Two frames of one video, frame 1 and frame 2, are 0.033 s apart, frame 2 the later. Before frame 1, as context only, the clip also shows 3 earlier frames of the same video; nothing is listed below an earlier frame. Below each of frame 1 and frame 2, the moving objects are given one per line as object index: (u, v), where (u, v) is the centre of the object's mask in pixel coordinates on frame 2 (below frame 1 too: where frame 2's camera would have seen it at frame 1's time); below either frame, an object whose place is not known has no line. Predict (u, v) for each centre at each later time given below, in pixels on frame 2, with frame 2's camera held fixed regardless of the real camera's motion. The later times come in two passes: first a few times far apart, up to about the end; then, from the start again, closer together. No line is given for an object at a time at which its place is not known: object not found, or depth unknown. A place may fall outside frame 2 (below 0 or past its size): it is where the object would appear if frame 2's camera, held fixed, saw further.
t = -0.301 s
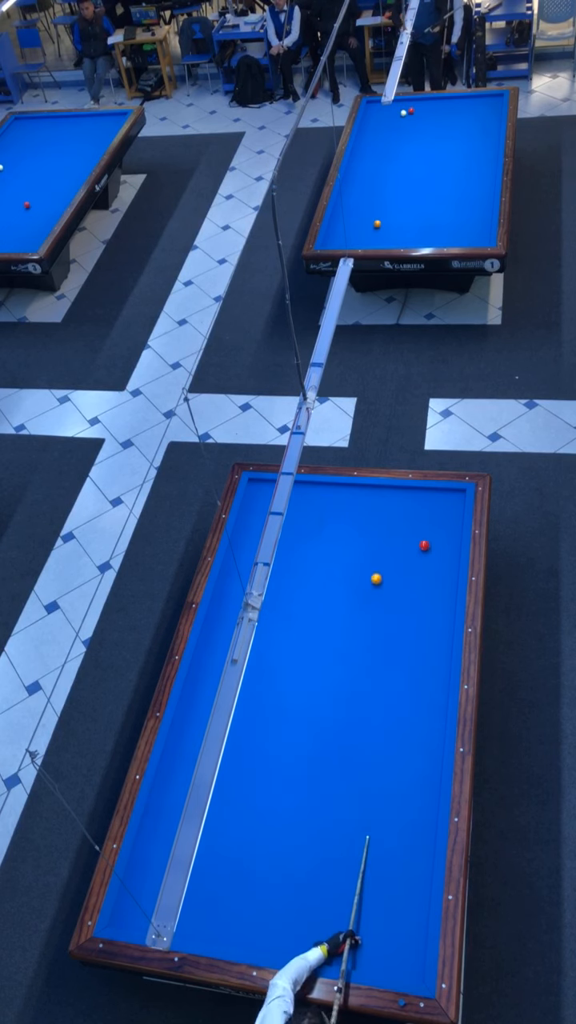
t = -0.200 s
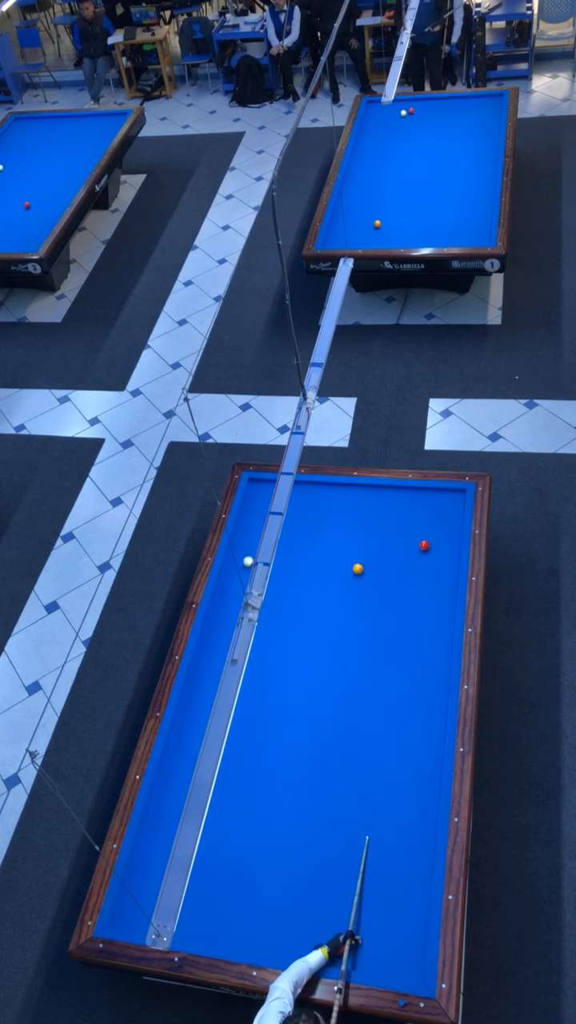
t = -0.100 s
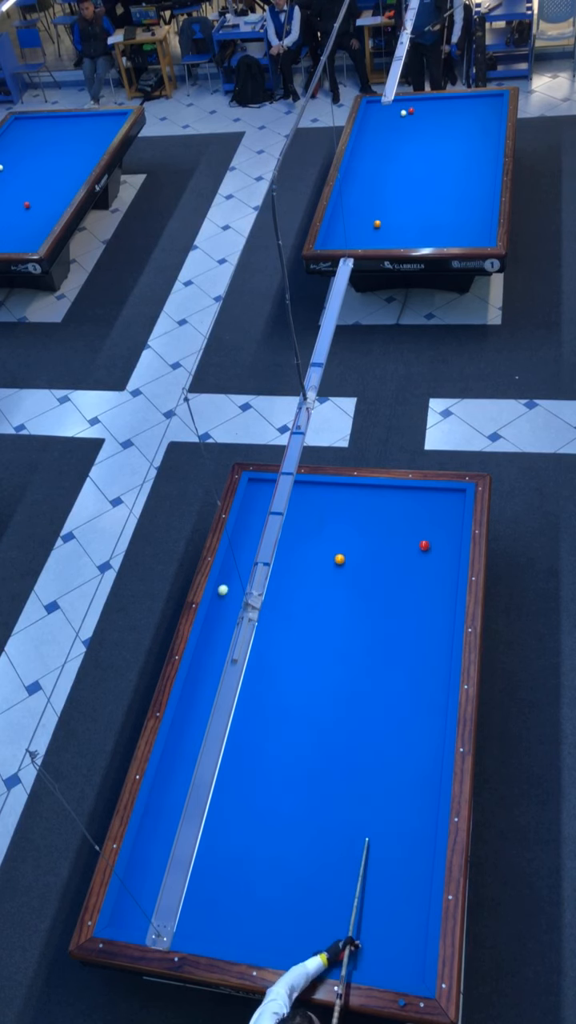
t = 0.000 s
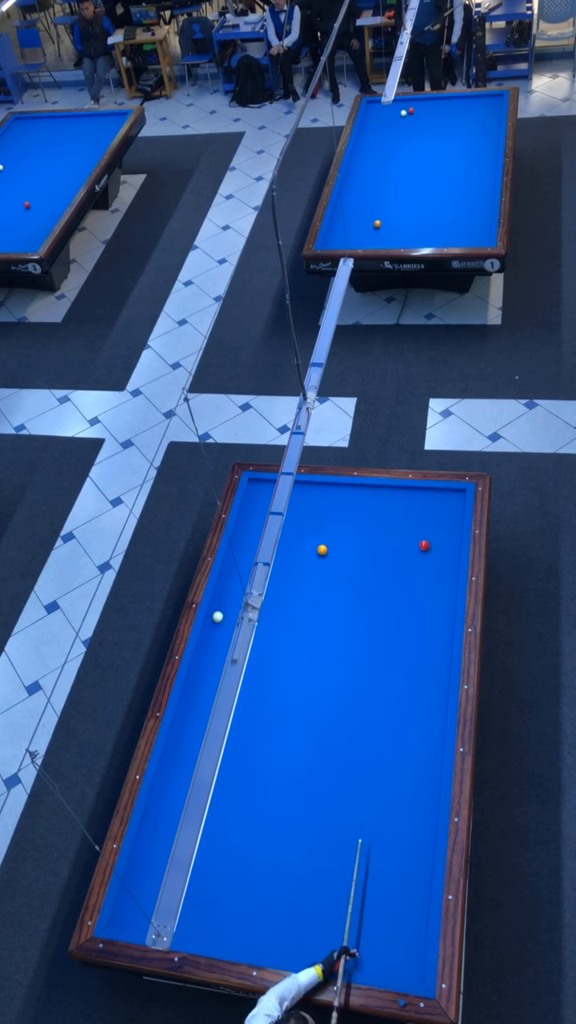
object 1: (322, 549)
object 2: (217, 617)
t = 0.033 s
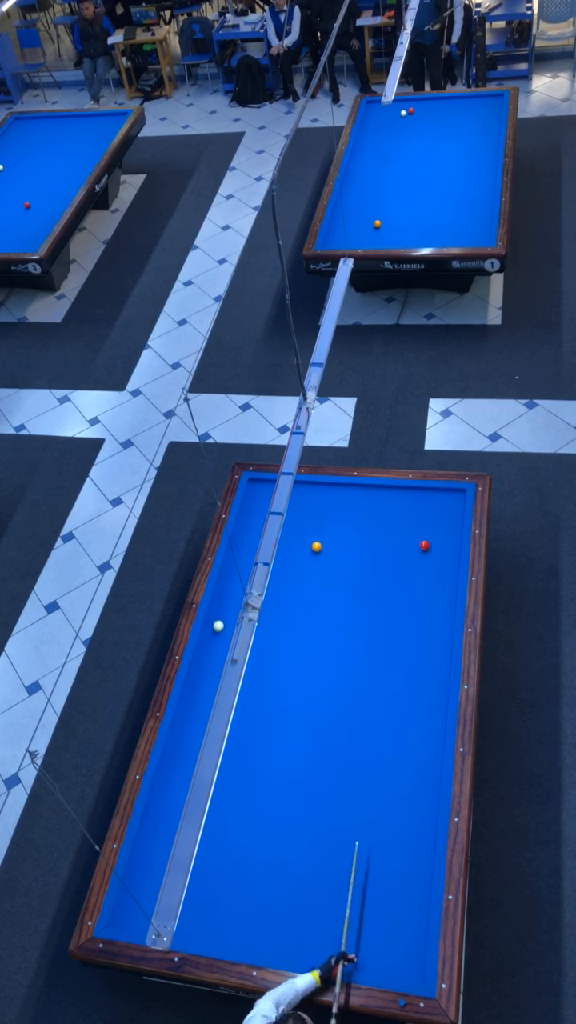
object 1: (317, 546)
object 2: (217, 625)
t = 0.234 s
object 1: (284, 530)
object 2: (216, 684)
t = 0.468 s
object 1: (247, 510)
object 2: (222, 761)
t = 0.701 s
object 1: (268, 496)
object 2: (219, 845)
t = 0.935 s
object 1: (295, 484)
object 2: (220, 939)
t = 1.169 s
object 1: (312, 493)
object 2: (277, 880)
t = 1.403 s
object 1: (329, 502)
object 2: (326, 839)
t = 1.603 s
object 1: (345, 510)
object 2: (365, 806)
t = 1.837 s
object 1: (363, 520)
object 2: (408, 769)
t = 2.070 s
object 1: (381, 529)
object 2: (432, 733)
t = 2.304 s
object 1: (399, 538)
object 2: (416, 697)
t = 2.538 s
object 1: (414, 547)
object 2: (401, 663)
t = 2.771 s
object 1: (417, 556)
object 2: (387, 633)
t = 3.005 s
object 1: (420, 565)
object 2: (374, 604)
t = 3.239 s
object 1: (424, 574)
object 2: (362, 578)
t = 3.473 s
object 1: (427, 583)
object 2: (351, 553)
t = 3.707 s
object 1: (430, 591)
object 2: (341, 530)
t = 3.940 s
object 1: (433, 599)
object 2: (331, 508)
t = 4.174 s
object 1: (436, 607)
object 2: (322, 488)
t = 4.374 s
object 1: (439, 613)
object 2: (308, 493)
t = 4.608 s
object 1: (441, 620)
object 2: (291, 503)
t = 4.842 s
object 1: (444, 627)
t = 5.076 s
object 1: (447, 633)
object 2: (256, 522)
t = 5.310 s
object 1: (446, 638)
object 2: (238, 532)
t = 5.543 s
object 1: (445, 642)
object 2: (239, 542)
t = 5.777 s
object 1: (443, 646)
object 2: (244, 552)
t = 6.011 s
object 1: (441, 650)
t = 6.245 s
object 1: (440, 653)
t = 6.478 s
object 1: (438, 655)
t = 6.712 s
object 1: (437, 657)
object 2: (266, 593)
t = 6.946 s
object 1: (436, 659)
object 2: (268, 602)
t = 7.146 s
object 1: (436, 660)
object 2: (272, 610)
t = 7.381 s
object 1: (436, 660)
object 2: (276, 619)
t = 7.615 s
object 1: (436, 661)
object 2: (280, 628)
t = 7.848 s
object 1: (436, 661)
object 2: (285, 636)
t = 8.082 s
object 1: (436, 661)
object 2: (289, 645)
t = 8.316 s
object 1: (436, 661)
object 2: (293, 653)
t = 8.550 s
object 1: (436, 661)
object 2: (297, 661)
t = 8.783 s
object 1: (436, 661)
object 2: (301, 668)
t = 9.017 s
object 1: (436, 661)
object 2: (304, 676)
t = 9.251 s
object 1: (436, 661)
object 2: (308, 683)
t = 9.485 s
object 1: (436, 661)
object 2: (311, 689)
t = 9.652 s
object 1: (436, 661)
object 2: (314, 694)
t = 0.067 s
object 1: (311, 544)
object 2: (218, 635)
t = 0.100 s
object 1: (305, 541)
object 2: (218, 645)
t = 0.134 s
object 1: (300, 538)
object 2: (218, 654)
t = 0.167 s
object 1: (294, 535)
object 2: (218, 664)
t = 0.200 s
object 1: (289, 532)
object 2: (217, 674)
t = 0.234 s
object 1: (284, 530)
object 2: (216, 684)
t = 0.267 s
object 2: (214, 694)
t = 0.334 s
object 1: (264, 520)
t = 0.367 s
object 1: (262, 518)
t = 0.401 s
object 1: (257, 515)
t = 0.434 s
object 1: (252, 513)
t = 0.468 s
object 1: (247, 510)
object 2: (222, 761)
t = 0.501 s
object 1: (244, 507)
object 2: (220, 771)
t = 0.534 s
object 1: (249, 506)
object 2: (219, 783)
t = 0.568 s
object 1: (253, 504)
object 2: (219, 795)
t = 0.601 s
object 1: (257, 502)
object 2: (218, 807)
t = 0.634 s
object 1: (261, 500)
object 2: (219, 820)
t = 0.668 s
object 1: (265, 498)
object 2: (219, 832)
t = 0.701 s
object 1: (268, 496)
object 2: (219, 845)
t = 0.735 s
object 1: (271, 494)
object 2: (219, 858)
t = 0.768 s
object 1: (273, 492)
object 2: (219, 872)
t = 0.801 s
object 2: (219, 885)
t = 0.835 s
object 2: (219, 899)
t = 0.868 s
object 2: (219, 913)
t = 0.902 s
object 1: (293, 486)
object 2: (219, 927)
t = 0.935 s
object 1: (295, 484)
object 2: (220, 939)
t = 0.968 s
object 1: (296, 485)
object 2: (229, 930)
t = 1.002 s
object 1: (299, 487)
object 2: (238, 920)
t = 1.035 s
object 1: (301, 488)
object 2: (246, 911)
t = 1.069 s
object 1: (304, 489)
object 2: (255, 902)
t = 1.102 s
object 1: (306, 491)
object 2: (263, 894)
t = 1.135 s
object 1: (309, 492)
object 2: (270, 887)
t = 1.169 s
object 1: (312, 493)
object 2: (277, 880)
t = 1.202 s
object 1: (314, 494)
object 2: (285, 874)
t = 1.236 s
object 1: (316, 496)
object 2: (292, 868)
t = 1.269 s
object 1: (319, 497)
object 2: (299, 862)
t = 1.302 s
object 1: (322, 498)
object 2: (306, 856)
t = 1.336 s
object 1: (324, 500)
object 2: (312, 850)
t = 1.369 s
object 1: (327, 501)
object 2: (319, 845)
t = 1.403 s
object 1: (329, 502)
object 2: (326, 839)
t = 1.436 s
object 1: (332, 504)
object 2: (332, 834)
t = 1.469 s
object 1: (334, 505)
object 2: (339, 828)
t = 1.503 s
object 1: (337, 506)
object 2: (346, 822)
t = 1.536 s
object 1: (340, 508)
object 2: (352, 817)
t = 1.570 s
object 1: (342, 509)
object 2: (359, 811)
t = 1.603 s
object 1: (345, 510)
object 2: (365, 806)
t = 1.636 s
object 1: (347, 512)
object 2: (372, 800)
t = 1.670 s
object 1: (350, 513)
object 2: (378, 795)
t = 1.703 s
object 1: (352, 514)
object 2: (384, 790)
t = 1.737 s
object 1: (355, 516)
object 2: (390, 784)
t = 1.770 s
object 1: (358, 517)
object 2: (396, 779)
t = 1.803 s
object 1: (360, 518)
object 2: (402, 774)
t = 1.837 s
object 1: (363, 520)
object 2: (408, 769)
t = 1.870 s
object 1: (365, 521)
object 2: (414, 764)
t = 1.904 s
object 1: (368, 522)
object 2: (420, 759)
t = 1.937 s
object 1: (371, 523)
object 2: (426, 754)
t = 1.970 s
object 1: (373, 525)
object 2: (432, 749)
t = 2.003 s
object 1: (376, 526)
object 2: (438, 744)
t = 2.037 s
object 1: (379, 527)
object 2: (436, 738)
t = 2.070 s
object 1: (381, 529)
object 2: (432, 733)
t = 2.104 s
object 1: (384, 530)
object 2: (430, 727)
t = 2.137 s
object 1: (386, 531)
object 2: (427, 722)
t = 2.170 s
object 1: (389, 533)
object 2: (425, 717)
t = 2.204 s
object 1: (392, 534)
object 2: (422, 712)
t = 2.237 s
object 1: (394, 535)
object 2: (420, 707)
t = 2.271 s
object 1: (397, 537)
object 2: (418, 702)
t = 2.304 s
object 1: (399, 538)
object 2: (416, 697)
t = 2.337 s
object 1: (402, 540)
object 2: (414, 692)
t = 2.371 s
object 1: (405, 541)
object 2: (411, 687)
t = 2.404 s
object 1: (407, 542)
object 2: (409, 682)
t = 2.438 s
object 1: (410, 543)
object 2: (407, 677)
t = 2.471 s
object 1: (412, 545)
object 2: (405, 673)
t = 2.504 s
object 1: (413, 546)
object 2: (403, 668)
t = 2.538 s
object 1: (414, 547)
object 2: (401, 663)
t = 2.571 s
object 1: (414, 549)
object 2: (399, 659)
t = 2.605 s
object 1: (415, 550)
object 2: (397, 655)
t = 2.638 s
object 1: (415, 551)
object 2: (395, 650)
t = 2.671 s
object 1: (416, 553)
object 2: (392, 646)
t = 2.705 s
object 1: (416, 554)
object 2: (390, 641)
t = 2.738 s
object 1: (417, 555)
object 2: (388, 637)
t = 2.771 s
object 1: (417, 556)
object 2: (387, 633)
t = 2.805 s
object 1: (417, 558)
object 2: (385, 629)
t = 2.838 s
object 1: (418, 559)
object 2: (383, 624)
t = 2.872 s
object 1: (418, 560)
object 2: (381, 620)
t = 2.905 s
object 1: (419, 562)
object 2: (379, 616)
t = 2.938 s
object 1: (419, 563)
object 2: (377, 612)
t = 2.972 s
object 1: (420, 564)
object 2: (376, 608)
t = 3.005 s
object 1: (420, 565)
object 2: (374, 604)
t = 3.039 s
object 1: (421, 567)
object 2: (372, 600)
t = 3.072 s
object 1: (421, 568)
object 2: (370, 596)
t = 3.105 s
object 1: (422, 569)
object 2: (368, 592)
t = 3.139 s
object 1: (422, 571)
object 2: (367, 589)
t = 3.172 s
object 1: (423, 572)
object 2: (365, 585)
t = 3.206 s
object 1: (424, 573)
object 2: (364, 581)
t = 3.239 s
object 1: (424, 574)
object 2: (362, 578)
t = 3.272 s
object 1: (424, 576)
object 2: (360, 574)
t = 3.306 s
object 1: (425, 577)
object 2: (359, 570)
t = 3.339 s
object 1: (425, 578)
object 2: (357, 567)
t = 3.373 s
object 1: (426, 579)
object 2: (356, 563)
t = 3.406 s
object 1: (426, 580)
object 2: (354, 560)
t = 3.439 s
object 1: (426, 582)
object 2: (352, 556)
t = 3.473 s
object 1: (427, 583)
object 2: (351, 553)
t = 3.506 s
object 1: (428, 584)
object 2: (350, 550)
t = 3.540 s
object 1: (428, 585)
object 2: (348, 546)
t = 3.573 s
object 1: (428, 586)
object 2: (347, 543)
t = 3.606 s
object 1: (429, 588)
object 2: (345, 539)
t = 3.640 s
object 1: (429, 589)
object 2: (344, 536)
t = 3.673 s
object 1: (429, 590)
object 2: (342, 533)
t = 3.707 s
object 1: (430, 591)
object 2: (341, 530)
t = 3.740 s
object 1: (431, 592)
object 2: (340, 527)
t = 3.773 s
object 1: (431, 593)
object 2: (338, 524)
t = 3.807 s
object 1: (431, 595)
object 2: (337, 521)
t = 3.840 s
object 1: (432, 596)
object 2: (335, 517)
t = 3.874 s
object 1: (432, 597)
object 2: (334, 514)
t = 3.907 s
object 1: (433, 598)
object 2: (333, 512)
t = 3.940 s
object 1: (433, 599)
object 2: (331, 508)
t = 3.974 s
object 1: (433, 600)
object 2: (330, 505)
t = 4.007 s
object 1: (434, 601)
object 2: (329, 503)
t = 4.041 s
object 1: (434, 602)
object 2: (327, 500)
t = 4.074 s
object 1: (435, 603)
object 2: (326, 497)
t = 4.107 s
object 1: (435, 605)
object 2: (325, 494)
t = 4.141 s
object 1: (436, 606)
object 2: (324, 491)
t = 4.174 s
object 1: (436, 607)
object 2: (322, 488)
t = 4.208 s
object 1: (436, 608)
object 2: (321, 486)
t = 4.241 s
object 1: (437, 609)
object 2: (318, 487)
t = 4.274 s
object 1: (437, 610)
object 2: (316, 489)
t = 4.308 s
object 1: (438, 611)
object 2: (313, 490)
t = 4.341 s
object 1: (438, 612)
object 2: (311, 492)
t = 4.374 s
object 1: (439, 613)
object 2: (308, 493)
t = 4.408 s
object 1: (439, 614)
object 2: (306, 495)
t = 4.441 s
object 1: (439, 615)
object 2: (303, 496)
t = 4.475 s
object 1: (440, 616)
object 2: (300, 497)
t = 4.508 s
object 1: (440, 617)
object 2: (298, 499)
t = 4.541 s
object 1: (440, 618)
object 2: (296, 500)
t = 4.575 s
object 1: (441, 619)
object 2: (293, 502)
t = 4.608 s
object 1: (441, 620)
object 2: (291, 503)
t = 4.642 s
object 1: (442, 621)
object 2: (290, 505)
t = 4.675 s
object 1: (442, 622)
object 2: (288, 506)
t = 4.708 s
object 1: (443, 623)
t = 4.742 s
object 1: (443, 624)
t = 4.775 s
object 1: (443, 625)
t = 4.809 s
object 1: (444, 626)
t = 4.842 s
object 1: (444, 627)
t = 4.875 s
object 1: (444, 628)
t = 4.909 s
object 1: (445, 629)
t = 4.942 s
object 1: (445, 629)
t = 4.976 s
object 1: (446, 630)
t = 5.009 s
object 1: (446, 631)
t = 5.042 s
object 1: (446, 632)
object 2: (258, 521)
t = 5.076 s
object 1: (447, 633)
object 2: (256, 522)
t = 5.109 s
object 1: (447, 634)
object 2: (253, 524)
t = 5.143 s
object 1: (447, 635)
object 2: (251, 525)
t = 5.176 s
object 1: (448, 635)
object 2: (248, 526)
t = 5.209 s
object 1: (448, 636)
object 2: (246, 528)
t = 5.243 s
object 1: (447, 637)
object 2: (243, 530)
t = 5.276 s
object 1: (447, 638)
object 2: (241, 531)
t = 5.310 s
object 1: (446, 638)
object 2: (238, 532)
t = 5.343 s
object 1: (446, 639)
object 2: (236, 533)
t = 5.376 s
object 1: (446, 639)
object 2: (236, 535)
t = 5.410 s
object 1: (446, 640)
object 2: (236, 536)
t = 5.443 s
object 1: (446, 641)
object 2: (237, 538)
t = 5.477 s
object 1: (445, 642)
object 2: (238, 539)
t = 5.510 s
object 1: (445, 642)
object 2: (239, 541)
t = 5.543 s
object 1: (445, 642)
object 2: (239, 542)
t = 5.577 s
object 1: (444, 643)
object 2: (240, 544)
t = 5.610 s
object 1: (444, 644)
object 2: (241, 545)
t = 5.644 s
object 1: (444, 645)
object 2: (241, 546)
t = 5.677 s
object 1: (444, 645)
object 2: (242, 548)
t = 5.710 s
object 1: (443, 646)
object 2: (243, 550)
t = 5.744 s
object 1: (443, 646)
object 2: (244, 551)
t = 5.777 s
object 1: (443, 646)
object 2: (244, 552)
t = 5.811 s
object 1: (443, 647)
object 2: (245, 554)
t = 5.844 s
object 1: (442, 647)
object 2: (246, 555)
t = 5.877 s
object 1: (442, 648)
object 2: (246, 557)
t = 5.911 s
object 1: (442, 649)
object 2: (247, 558)
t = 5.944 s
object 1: (442, 649)
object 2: (248, 559)
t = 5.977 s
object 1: (442, 649)
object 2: (248, 561)
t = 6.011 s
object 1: (441, 650)
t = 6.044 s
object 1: (441, 650)
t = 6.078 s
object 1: (441, 651)
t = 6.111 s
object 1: (441, 651)
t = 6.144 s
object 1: (440, 652)
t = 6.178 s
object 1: (440, 652)
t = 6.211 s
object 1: (440, 653)
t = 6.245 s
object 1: (440, 653)
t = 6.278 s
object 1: (439, 653)
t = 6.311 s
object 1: (439, 654)
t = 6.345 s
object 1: (439, 654)
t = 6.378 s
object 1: (439, 654)
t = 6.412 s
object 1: (439, 655)
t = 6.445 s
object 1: (438, 655)
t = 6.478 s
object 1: (438, 655)
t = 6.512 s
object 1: (438, 656)
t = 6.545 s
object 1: (438, 656)
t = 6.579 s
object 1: (438, 656)
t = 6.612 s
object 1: (438, 657)
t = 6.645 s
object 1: (437, 657)
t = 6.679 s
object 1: (437, 657)
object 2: (266, 591)
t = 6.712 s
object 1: (437, 657)
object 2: (266, 593)
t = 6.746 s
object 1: (437, 658)
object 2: (266, 594)
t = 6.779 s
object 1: (437, 658)
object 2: (266, 595)
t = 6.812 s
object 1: (437, 658)
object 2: (266, 596)
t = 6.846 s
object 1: (437, 658)
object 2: (267, 598)
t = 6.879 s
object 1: (437, 659)
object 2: (267, 599)
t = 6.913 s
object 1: (436, 659)
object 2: (267, 600)
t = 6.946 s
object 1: (436, 659)
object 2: (268, 602)
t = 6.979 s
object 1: (436, 659)
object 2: (268, 603)
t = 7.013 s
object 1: (436, 659)
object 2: (269, 604)
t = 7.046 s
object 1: (436, 659)
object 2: (270, 605)
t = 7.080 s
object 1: (436, 660)
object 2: (270, 607)
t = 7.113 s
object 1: (436, 660)
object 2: (271, 608)
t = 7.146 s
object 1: (436, 660)
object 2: (272, 610)
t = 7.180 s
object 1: (436, 660)
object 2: (272, 611)
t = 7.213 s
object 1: (436, 660)
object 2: (273, 612)
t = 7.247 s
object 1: (436, 660)
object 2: (274, 613)
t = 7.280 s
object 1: (436, 660)
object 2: (274, 615)
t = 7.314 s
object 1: (436, 660)
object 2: (275, 616)
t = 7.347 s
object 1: (436, 660)
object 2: (275, 617)
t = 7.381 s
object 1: (436, 660)
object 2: (276, 619)
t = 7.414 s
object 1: (436, 660)
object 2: (277, 620)
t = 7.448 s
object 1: (436, 660)
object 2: (277, 621)
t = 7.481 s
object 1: (436, 661)
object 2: (278, 622)
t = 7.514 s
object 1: (436, 661)
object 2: (279, 624)
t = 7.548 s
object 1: (436, 660)
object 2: (279, 625)
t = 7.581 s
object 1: (436, 661)
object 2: (280, 626)
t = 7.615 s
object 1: (436, 661)
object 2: (280, 628)
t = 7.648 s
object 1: (436, 661)
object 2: (281, 629)
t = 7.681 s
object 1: (436, 661)
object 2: (282, 630)
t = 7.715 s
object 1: (436, 661)
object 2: (282, 631)
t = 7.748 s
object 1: (436, 660)
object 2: (283, 633)
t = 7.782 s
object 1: (436, 660)
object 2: (283, 634)
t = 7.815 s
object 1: (436, 660)
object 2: (284, 635)
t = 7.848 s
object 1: (436, 661)
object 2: (285, 636)
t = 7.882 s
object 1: (436, 661)
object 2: (285, 638)
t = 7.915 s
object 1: (436, 661)
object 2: (286, 639)
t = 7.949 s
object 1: (436, 661)
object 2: (287, 640)
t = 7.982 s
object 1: (436, 661)
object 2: (287, 641)
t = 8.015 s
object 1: (436, 661)
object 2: (288, 642)
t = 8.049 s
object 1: (436, 661)
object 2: (288, 644)
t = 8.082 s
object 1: (436, 661)
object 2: (289, 645)
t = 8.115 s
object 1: (436, 661)
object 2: (290, 646)
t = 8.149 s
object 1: (436, 661)
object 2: (290, 647)
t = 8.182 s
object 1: (436, 661)
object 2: (291, 648)
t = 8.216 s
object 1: (436, 661)
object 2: (291, 649)
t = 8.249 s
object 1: (436, 661)
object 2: (292, 651)
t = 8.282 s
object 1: (436, 661)
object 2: (292, 652)
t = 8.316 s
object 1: (436, 661)
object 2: (293, 653)
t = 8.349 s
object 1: (436, 661)
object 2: (293, 654)
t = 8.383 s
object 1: (436, 661)
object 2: (294, 655)
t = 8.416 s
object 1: (436, 661)
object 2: (295, 656)
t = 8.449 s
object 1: (436, 661)
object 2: (295, 658)
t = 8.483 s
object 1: (436, 661)
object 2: (296, 659)
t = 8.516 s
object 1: (436, 661)
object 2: (296, 660)
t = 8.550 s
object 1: (436, 661)
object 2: (297, 661)
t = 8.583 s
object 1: (436, 661)
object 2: (297, 662)
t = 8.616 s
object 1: (436, 661)
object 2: (298, 663)
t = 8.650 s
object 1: (436, 661)
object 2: (299, 664)
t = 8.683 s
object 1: (436, 661)
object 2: (299, 665)
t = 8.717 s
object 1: (436, 661)
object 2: (300, 667)
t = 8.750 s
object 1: (436, 661)
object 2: (300, 667)
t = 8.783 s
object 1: (436, 661)
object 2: (301, 668)
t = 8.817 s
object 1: (436, 661)
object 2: (301, 670)
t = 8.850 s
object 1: (436, 661)
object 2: (302, 671)
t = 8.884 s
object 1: (436, 661)
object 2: (302, 672)
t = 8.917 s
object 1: (436, 661)
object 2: (303, 673)
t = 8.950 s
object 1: (436, 661)
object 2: (303, 674)
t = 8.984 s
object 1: (436, 661)
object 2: (304, 675)
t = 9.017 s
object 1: (436, 661)
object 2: (304, 676)
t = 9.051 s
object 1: (436, 661)
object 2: (305, 677)
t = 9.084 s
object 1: (436, 661)
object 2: (305, 678)
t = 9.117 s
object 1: (436, 661)
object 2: (306, 679)
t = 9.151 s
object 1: (436, 661)
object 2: (307, 680)
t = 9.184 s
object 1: (436, 661)
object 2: (307, 681)
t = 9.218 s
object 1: (436, 661)
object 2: (307, 682)
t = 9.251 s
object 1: (436, 661)
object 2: (308, 683)
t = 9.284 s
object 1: (436, 661)
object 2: (309, 684)
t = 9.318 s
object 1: (436, 661)
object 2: (309, 685)
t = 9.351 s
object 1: (436, 661)
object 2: (309, 686)
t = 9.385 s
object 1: (436, 661)
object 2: (310, 687)
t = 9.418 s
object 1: (436, 661)
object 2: (310, 688)
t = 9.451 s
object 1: (436, 661)
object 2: (311, 688)
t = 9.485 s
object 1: (436, 661)
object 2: (311, 689)
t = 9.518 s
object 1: (436, 661)
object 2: (312, 690)
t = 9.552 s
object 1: (436, 661)
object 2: (312, 691)
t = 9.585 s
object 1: (436, 661)
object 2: (313, 692)
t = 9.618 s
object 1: (436, 661)
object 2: (313, 693)
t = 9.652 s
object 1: (436, 661)
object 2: (314, 694)
